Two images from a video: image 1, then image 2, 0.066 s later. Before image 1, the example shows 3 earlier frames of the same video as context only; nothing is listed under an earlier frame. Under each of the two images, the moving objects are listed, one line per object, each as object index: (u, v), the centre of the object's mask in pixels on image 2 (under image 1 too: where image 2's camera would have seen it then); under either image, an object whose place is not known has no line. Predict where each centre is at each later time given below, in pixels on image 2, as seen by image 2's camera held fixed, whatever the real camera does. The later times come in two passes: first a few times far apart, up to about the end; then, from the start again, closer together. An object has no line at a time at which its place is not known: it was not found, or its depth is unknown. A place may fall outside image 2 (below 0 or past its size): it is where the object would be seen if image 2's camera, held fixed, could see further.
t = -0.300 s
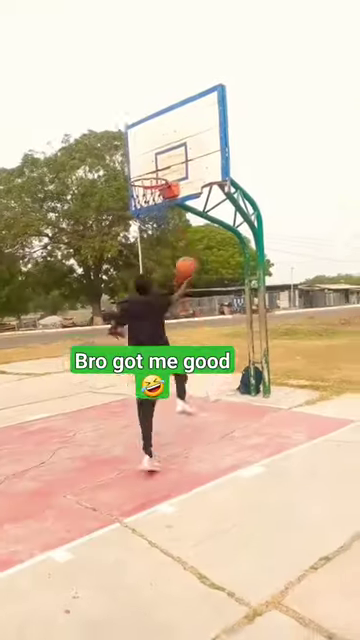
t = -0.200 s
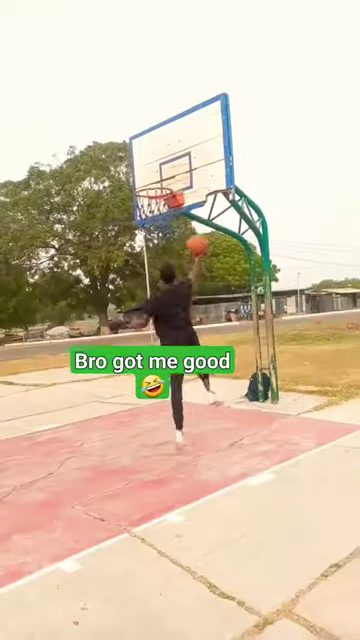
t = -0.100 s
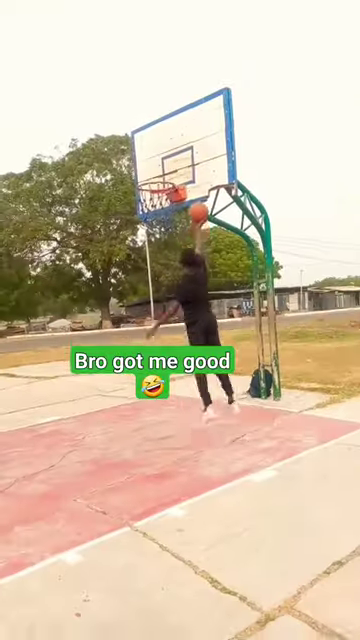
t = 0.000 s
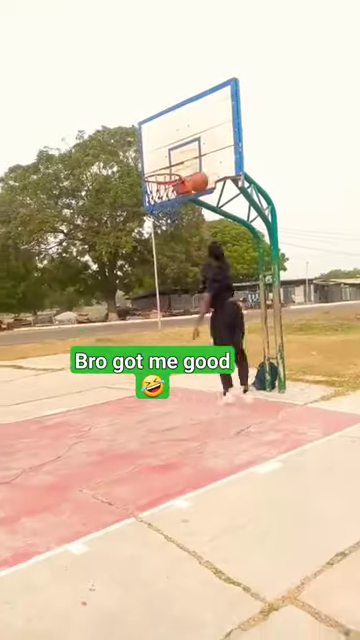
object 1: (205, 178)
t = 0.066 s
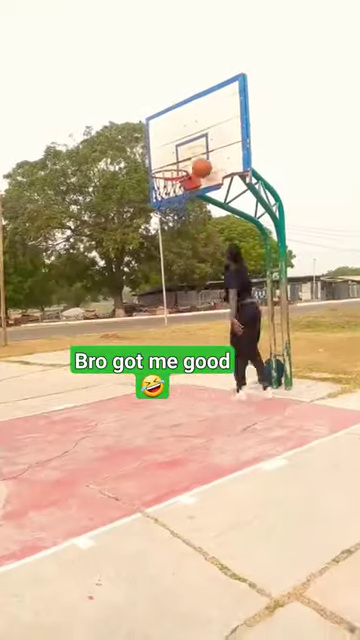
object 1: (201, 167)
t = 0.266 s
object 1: (188, 157)
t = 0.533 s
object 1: (164, 172)
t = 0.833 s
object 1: (186, 204)
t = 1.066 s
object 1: (201, 266)
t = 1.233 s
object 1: (211, 338)
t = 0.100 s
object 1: (200, 164)
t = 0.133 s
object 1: (200, 162)
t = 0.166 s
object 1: (197, 161)
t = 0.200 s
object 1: (193, 158)
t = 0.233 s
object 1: (189, 157)
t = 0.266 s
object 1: (188, 157)
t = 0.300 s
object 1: (183, 159)
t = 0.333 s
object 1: (179, 160)
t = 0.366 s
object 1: (176, 163)
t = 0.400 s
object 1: (173, 167)
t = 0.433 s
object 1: (171, 170)
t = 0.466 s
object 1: (168, 170)
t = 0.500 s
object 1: (165, 171)
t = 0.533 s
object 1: (164, 172)
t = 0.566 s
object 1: (165, 174)
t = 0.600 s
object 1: (167, 175)
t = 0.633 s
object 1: (170, 179)
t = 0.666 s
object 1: (175, 181)
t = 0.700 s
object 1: (178, 184)
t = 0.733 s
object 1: (180, 187)
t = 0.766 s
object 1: (183, 192)
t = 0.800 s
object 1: (185, 199)
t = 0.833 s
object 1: (186, 204)
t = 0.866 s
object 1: (188, 210)
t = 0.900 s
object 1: (192, 216)
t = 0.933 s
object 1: (194, 225)
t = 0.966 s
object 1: (196, 234)
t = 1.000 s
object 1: (197, 243)
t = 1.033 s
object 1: (200, 253)
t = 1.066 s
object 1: (201, 266)
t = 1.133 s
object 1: (207, 292)
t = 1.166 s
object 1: (209, 305)
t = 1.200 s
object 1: (209, 321)
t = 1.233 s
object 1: (211, 338)
